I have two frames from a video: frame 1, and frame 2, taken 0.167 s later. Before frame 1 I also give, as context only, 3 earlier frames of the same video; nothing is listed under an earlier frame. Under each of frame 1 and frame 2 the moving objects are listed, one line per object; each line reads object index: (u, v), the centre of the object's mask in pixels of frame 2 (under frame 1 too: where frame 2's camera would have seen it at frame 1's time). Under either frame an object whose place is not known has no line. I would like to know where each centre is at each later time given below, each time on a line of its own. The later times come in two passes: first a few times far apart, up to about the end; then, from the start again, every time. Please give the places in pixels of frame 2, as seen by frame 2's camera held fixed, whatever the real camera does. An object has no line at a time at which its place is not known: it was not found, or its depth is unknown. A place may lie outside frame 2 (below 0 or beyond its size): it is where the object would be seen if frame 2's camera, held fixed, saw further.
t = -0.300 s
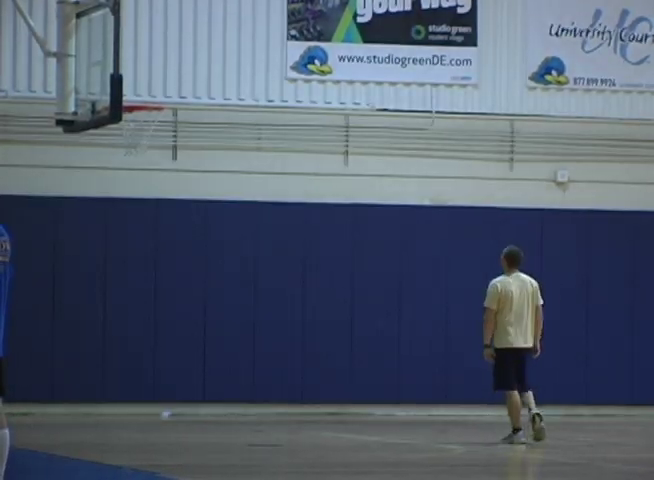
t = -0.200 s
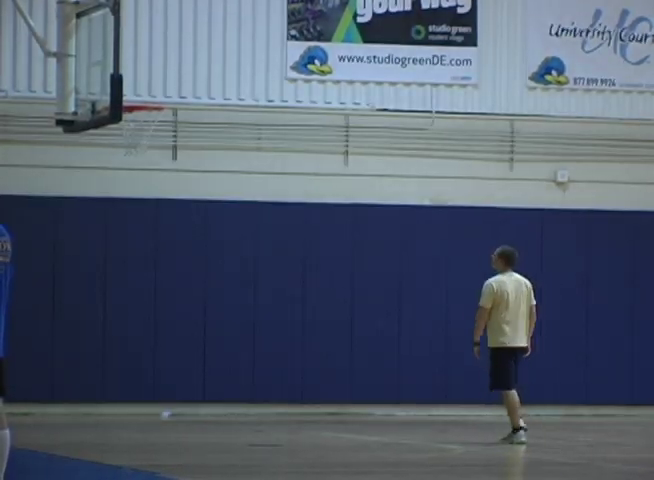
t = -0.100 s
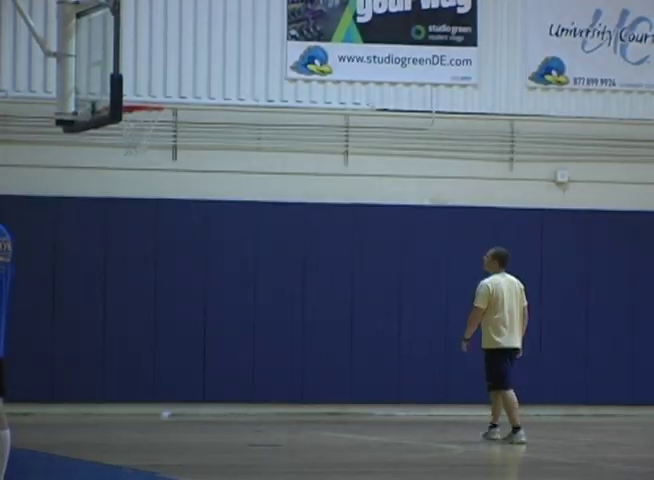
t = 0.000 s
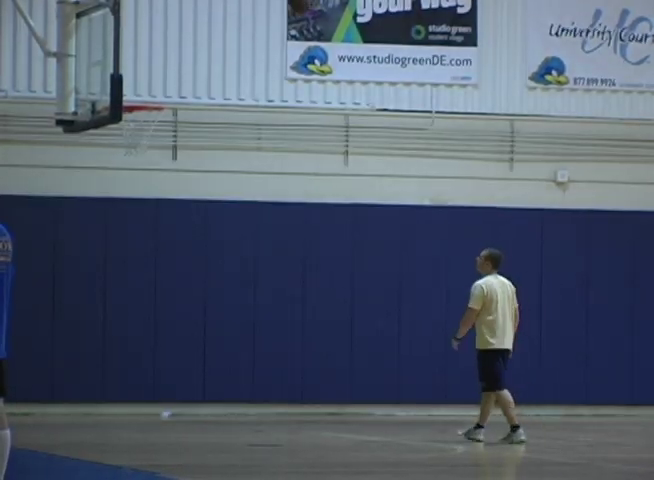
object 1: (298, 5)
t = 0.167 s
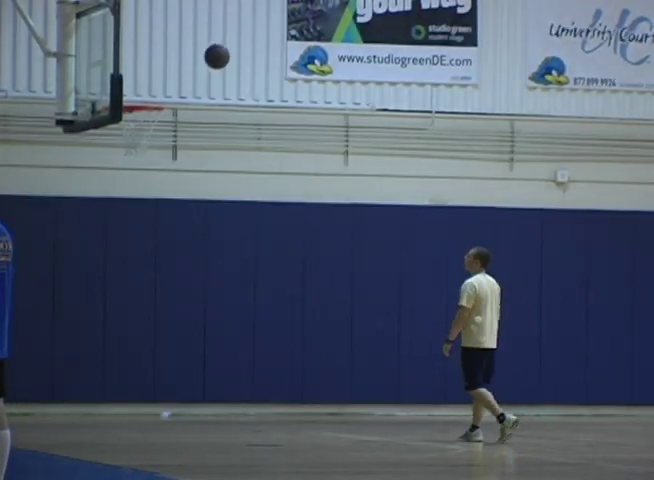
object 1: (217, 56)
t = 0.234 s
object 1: (183, 86)
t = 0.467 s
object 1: (244, 72)
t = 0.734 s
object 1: (344, 100)
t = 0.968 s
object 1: (429, 188)
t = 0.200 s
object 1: (200, 70)
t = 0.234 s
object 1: (183, 86)
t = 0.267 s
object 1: (170, 99)
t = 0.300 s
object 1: (182, 92)
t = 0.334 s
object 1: (194, 86)
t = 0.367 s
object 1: (207, 80)
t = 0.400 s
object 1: (219, 76)
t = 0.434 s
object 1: (232, 73)
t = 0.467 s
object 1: (244, 72)
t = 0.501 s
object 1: (257, 71)
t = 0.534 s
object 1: (269, 71)
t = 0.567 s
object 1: (281, 73)
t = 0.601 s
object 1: (293, 76)
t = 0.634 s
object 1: (306, 81)
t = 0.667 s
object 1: (318, 86)
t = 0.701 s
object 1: (331, 92)
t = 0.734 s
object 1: (344, 100)
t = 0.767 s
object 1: (356, 108)
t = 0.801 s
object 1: (368, 119)
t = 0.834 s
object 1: (381, 129)
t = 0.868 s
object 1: (393, 142)
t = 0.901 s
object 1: (405, 156)
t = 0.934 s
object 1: (417, 171)
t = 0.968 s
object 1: (429, 188)
